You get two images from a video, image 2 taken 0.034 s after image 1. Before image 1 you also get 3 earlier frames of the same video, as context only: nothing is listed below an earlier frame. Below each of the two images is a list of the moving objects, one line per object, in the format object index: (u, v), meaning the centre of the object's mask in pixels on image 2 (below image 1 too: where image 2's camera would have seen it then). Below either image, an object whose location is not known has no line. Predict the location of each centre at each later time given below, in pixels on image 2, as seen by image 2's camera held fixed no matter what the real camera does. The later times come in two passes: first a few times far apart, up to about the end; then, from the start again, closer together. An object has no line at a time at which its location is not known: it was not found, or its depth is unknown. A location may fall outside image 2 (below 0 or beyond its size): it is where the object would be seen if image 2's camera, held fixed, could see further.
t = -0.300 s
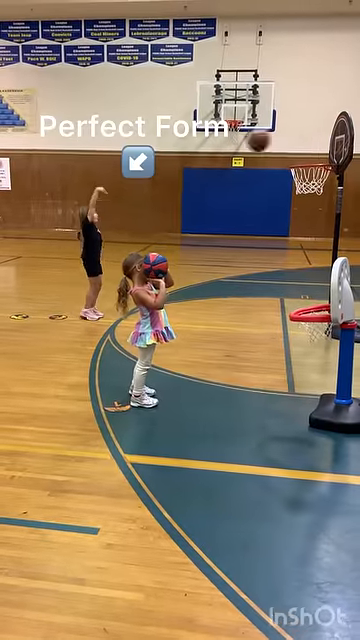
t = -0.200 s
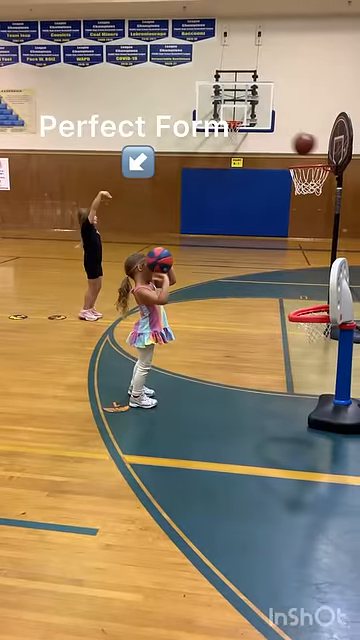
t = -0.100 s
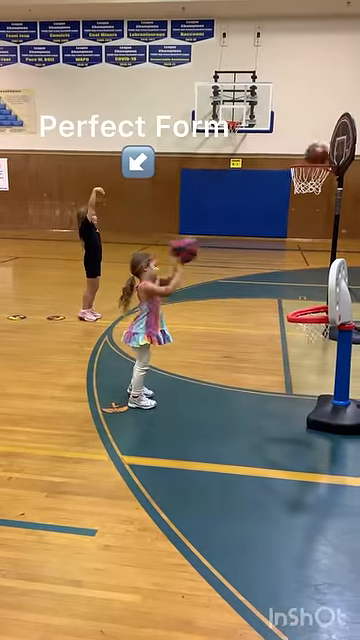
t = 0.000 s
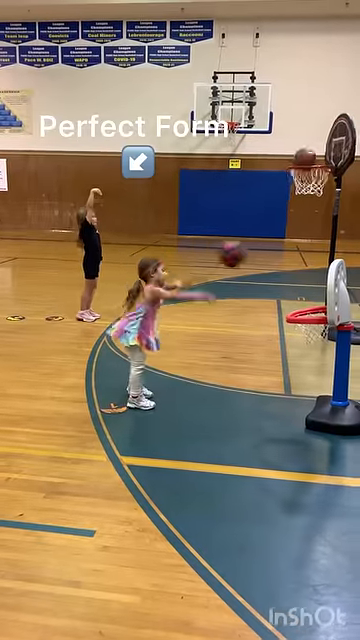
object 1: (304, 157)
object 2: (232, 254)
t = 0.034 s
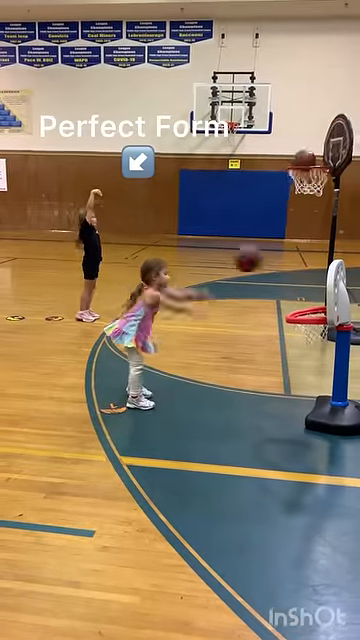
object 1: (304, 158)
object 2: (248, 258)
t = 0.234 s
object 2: (314, 307)
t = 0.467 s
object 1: (317, 226)
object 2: (321, 351)
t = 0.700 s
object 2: (303, 372)
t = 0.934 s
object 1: (299, 267)
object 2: (295, 343)
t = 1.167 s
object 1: (283, 247)
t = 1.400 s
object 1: (266, 280)
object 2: (275, 346)
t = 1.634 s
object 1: (248, 309)
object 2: (264, 369)
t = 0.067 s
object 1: (304, 159)
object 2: (264, 266)
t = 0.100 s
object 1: (306, 159)
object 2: (280, 272)
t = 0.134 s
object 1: (308, 159)
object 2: (293, 281)
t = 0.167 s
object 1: (310, 160)
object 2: (310, 295)
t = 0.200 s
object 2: (317, 305)
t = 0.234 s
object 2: (314, 307)
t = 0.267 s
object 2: (311, 323)
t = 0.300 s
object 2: (309, 325)
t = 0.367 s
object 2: (316, 332)
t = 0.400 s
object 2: (320, 337)
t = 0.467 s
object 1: (317, 226)
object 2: (321, 351)
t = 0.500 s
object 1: (317, 239)
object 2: (318, 359)
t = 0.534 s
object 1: (316, 251)
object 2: (314, 369)
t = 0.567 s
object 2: (311, 379)
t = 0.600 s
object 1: (315, 277)
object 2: (307, 389)
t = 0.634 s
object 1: (314, 293)
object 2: (305, 392)
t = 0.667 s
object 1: (312, 300)
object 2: (304, 382)
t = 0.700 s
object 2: (303, 372)
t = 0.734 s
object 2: (302, 364)
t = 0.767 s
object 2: (301, 356)
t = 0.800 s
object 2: (300, 351)
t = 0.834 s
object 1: (303, 291)
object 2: (299, 346)
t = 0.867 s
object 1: (303, 282)
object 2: (298, 344)
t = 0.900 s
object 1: (301, 275)
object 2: (296, 342)
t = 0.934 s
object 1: (299, 267)
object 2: (295, 343)
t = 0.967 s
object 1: (296, 260)
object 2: (294, 344)
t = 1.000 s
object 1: (295, 257)
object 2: (292, 347)
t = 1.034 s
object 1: (293, 254)
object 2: (291, 352)
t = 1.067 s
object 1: (290, 252)
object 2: (289, 358)
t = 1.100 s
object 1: (289, 248)
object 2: (287, 365)
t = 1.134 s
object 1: (286, 247)
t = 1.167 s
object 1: (283, 247)
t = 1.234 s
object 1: (279, 252)
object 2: (281, 368)
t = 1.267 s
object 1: (277, 256)
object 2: (280, 361)
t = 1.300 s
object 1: (274, 260)
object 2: (279, 355)
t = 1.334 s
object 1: (271, 265)
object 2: (278, 351)
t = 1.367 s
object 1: (268, 272)
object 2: (277, 348)
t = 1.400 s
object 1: (266, 280)
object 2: (275, 346)
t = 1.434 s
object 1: (262, 288)
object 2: (274, 346)
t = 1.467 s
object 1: (260, 298)
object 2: (272, 346)
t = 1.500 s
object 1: (257, 309)
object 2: (271, 348)
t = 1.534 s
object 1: (254, 321)
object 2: (270, 352)
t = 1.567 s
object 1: (251, 327)
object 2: (268, 356)
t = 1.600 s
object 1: (249, 318)
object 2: (266, 363)
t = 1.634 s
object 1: (248, 309)
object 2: (264, 369)
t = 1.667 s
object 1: (247, 302)
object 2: (263, 369)
